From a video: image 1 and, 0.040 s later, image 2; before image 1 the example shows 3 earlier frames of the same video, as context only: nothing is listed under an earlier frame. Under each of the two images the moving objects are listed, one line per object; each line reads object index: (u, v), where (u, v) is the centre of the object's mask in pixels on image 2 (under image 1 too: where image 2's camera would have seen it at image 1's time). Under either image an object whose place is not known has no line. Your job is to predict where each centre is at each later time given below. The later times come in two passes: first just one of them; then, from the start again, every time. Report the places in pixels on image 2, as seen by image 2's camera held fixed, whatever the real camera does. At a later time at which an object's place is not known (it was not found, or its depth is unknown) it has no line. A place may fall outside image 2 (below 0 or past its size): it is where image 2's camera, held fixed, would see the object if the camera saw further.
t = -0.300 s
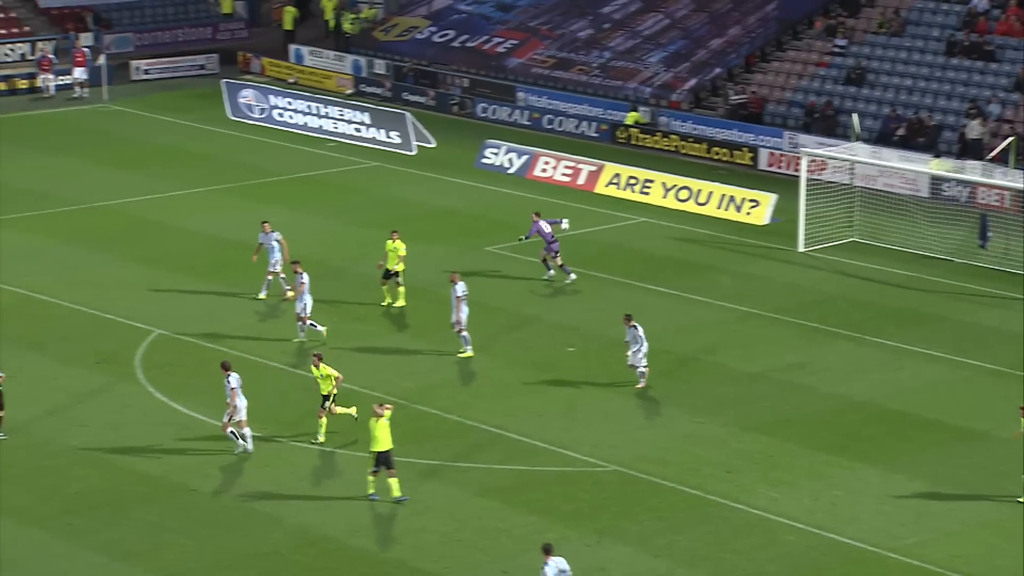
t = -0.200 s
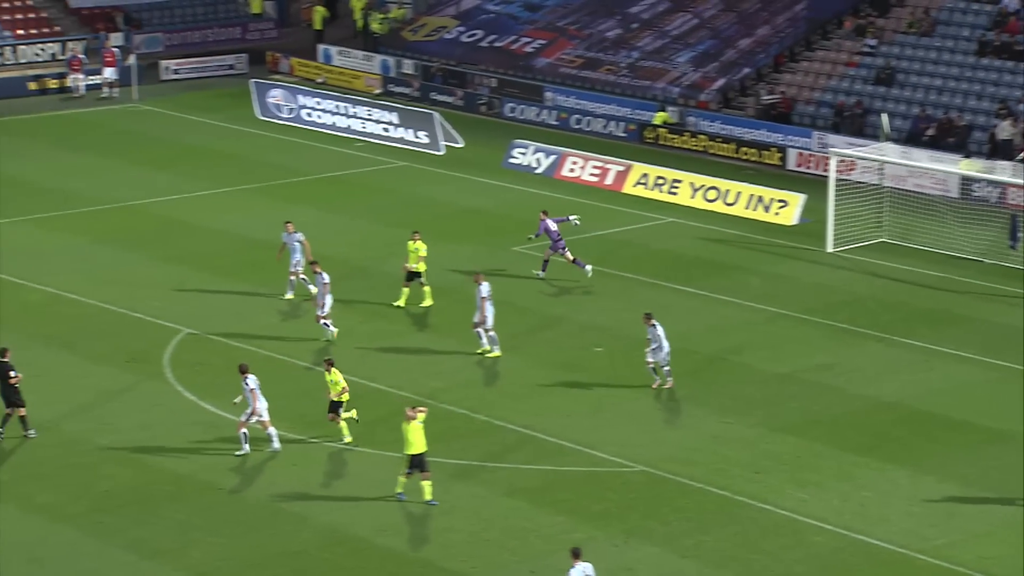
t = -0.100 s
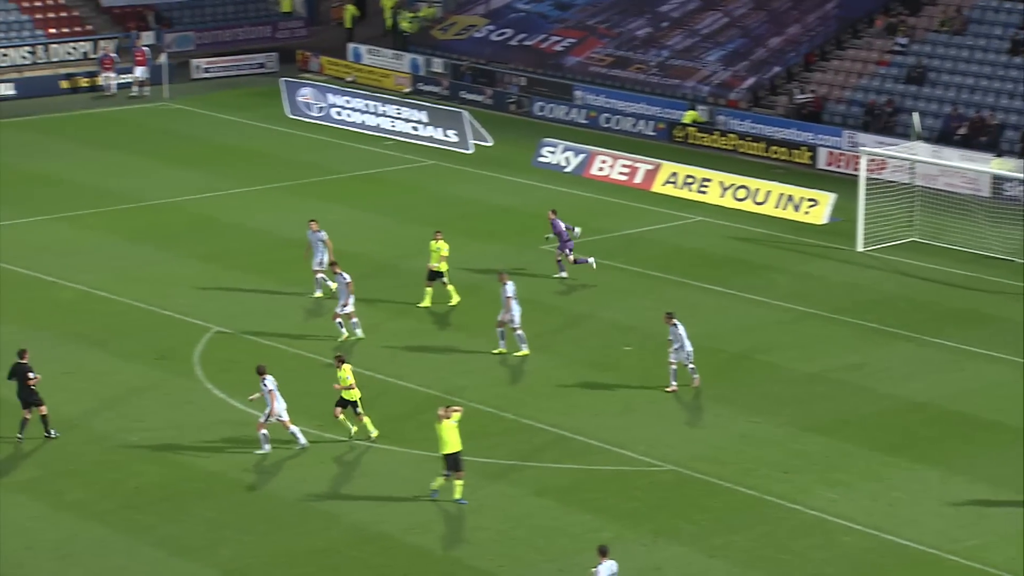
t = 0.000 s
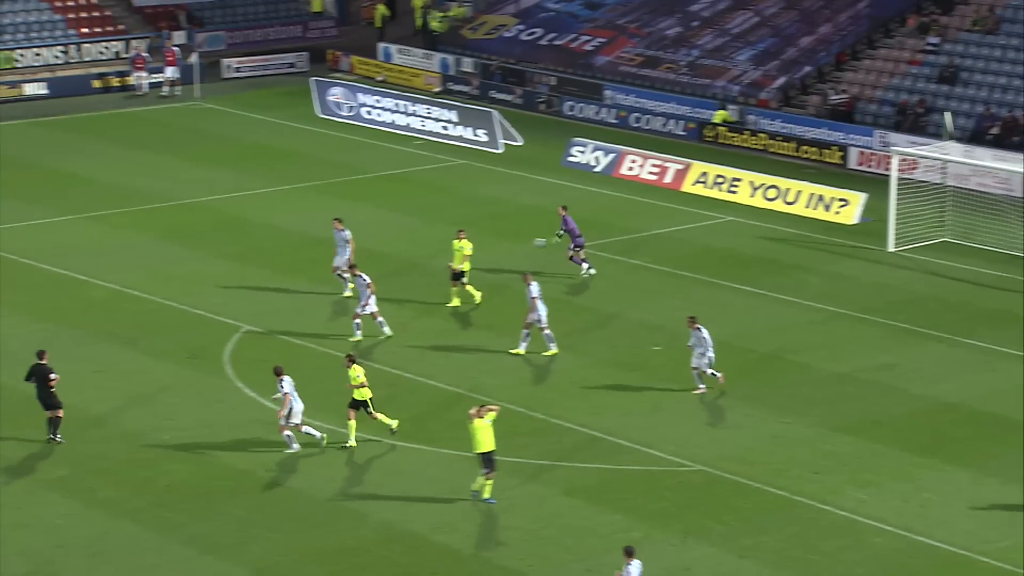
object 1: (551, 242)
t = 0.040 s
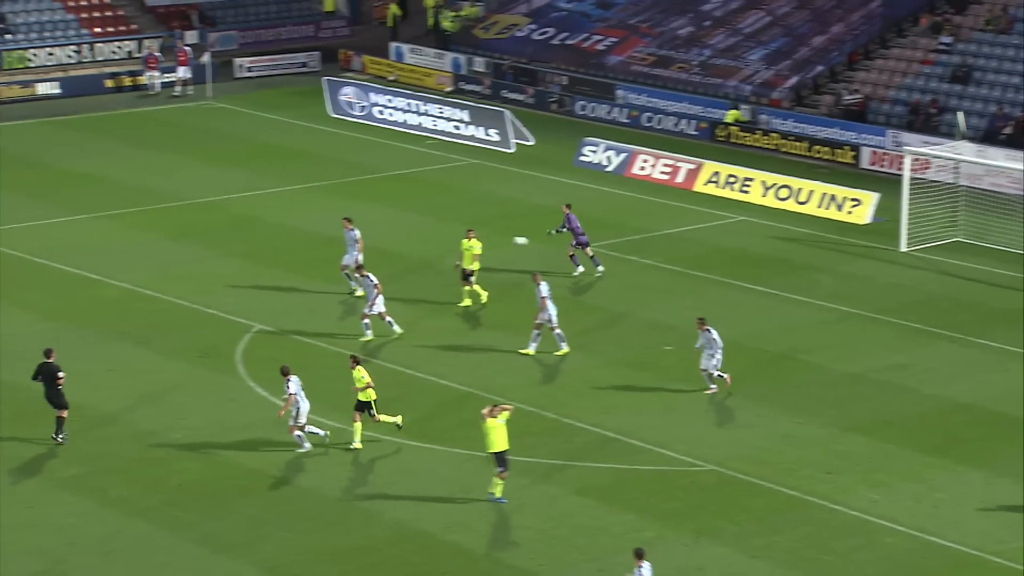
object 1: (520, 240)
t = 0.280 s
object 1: (329, 249)
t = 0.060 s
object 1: (505, 240)
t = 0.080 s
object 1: (488, 240)
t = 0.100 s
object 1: (476, 239)
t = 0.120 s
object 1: (454, 240)
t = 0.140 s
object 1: (440, 241)
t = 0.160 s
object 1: (425, 241)
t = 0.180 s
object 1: (409, 242)
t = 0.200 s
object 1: (393, 243)
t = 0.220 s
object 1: (377, 244)
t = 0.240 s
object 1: (362, 245)
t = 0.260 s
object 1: (349, 246)
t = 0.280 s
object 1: (329, 249)
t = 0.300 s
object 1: (315, 251)
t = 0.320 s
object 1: (300, 253)
